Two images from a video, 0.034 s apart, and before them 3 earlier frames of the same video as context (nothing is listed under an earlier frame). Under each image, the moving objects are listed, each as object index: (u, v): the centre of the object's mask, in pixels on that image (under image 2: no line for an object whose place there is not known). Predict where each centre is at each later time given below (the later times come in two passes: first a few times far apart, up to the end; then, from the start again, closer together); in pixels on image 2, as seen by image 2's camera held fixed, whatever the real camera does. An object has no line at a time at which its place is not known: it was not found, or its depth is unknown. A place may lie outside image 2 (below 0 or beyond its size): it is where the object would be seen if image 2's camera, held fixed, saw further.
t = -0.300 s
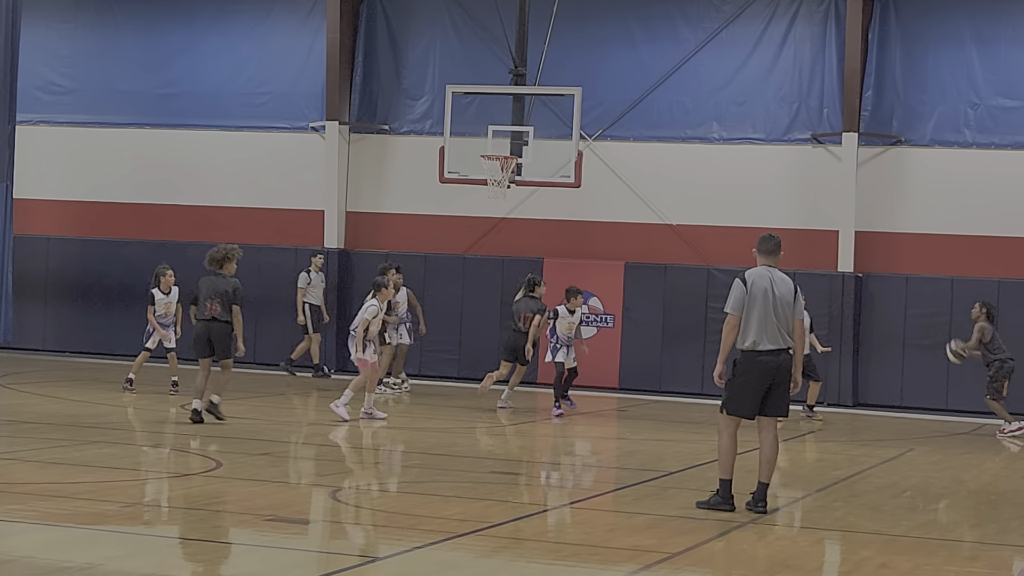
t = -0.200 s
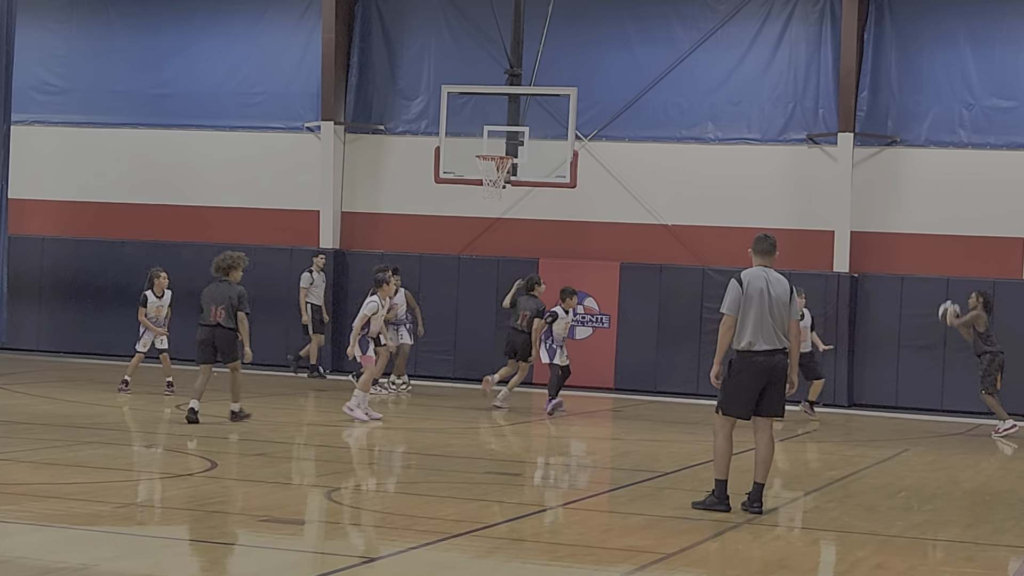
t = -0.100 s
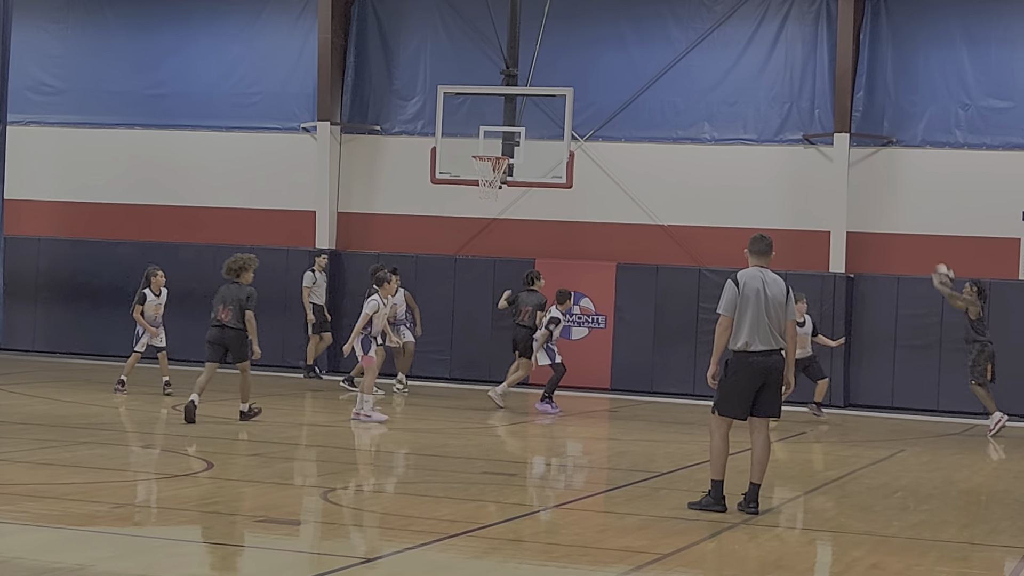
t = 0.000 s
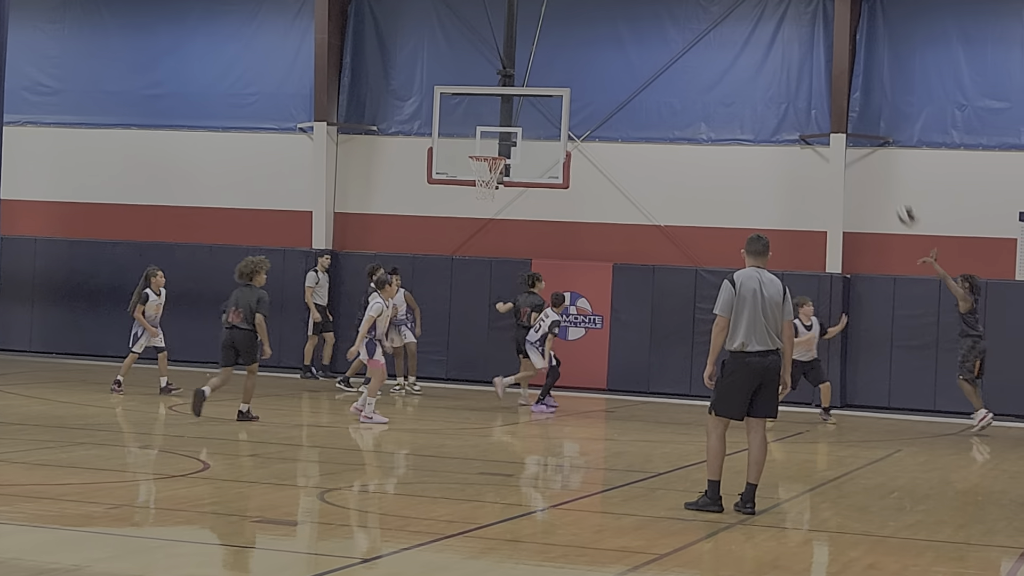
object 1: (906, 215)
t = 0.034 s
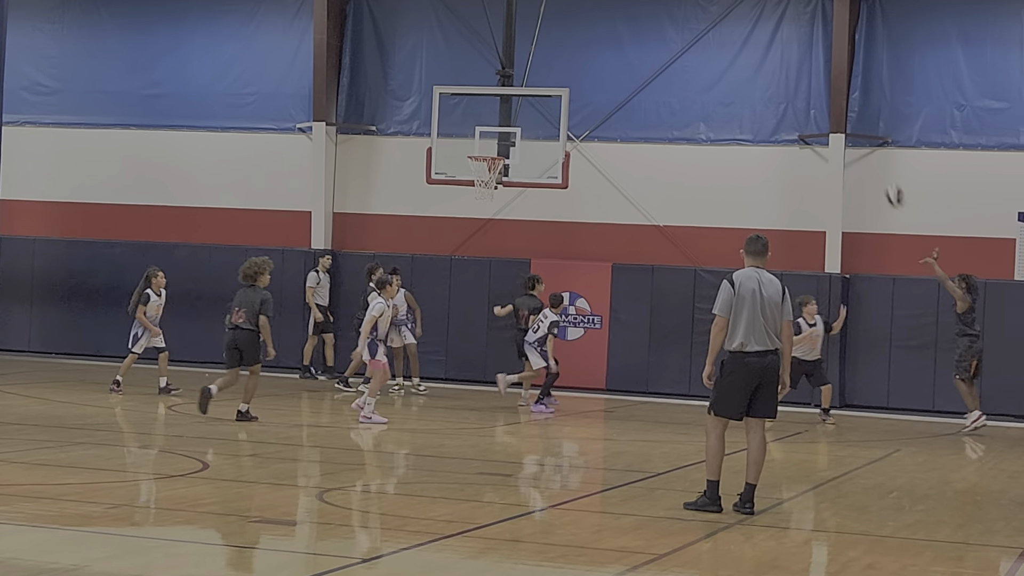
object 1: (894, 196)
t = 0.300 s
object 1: (806, 78)
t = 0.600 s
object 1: (709, 19)
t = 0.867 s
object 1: (623, 27)
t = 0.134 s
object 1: (862, 141)
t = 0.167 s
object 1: (850, 130)
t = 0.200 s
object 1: (839, 116)
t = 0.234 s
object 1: (828, 102)
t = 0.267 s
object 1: (817, 89)
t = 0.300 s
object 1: (806, 78)
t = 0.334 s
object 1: (795, 68)
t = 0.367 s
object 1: (784, 58)
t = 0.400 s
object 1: (773, 50)
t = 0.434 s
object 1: (762, 42)
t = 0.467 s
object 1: (751, 36)
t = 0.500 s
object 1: (741, 30)
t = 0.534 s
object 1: (731, 26)
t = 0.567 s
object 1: (719, 22)
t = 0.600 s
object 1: (709, 19)
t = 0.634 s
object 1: (699, 17)
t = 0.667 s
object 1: (688, 16)
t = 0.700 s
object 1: (677, 16)
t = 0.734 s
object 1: (666, 16)
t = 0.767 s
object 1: (655, 18)
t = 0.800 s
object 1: (645, 20)
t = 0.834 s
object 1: (634, 23)
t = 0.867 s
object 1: (623, 27)
